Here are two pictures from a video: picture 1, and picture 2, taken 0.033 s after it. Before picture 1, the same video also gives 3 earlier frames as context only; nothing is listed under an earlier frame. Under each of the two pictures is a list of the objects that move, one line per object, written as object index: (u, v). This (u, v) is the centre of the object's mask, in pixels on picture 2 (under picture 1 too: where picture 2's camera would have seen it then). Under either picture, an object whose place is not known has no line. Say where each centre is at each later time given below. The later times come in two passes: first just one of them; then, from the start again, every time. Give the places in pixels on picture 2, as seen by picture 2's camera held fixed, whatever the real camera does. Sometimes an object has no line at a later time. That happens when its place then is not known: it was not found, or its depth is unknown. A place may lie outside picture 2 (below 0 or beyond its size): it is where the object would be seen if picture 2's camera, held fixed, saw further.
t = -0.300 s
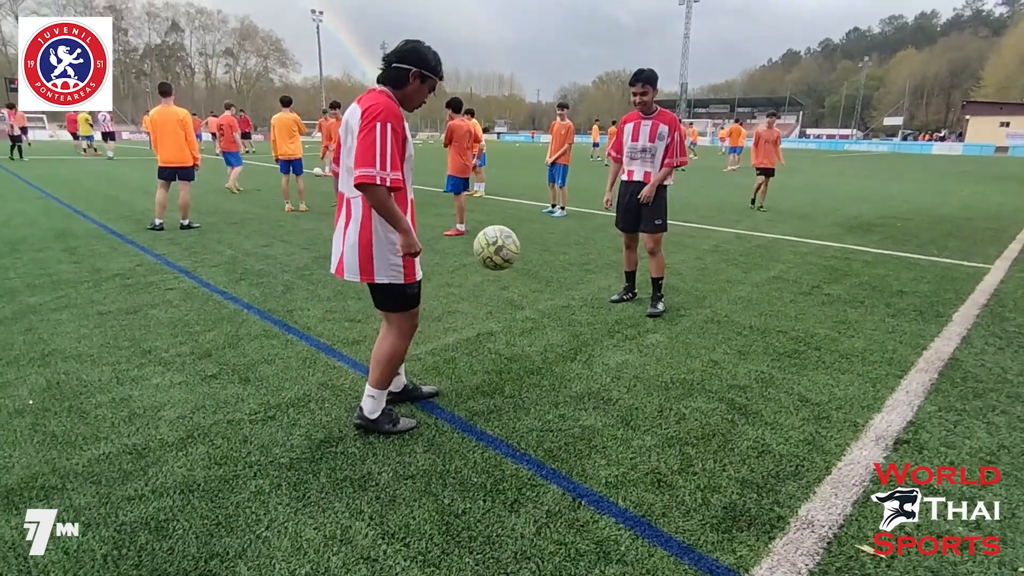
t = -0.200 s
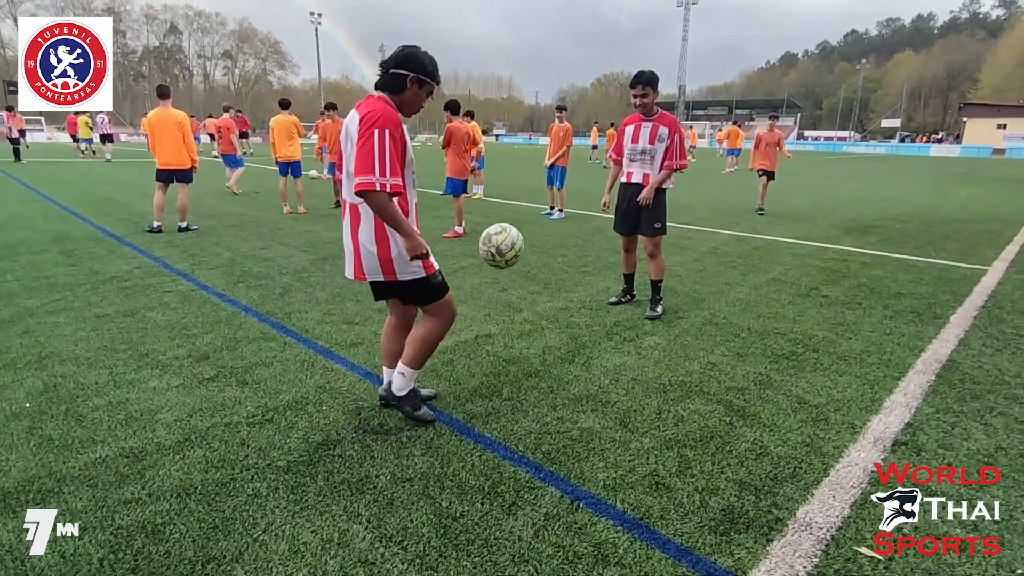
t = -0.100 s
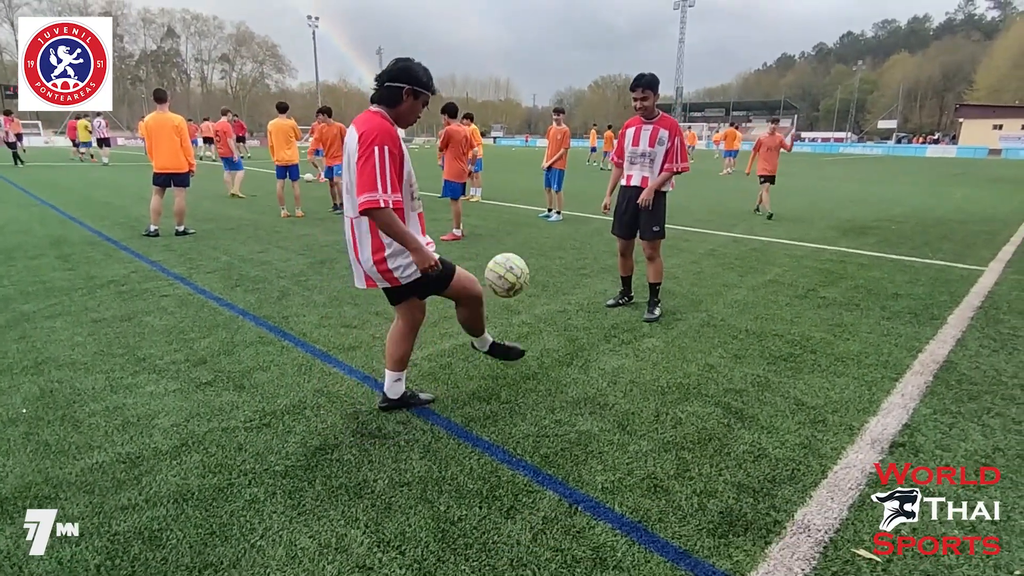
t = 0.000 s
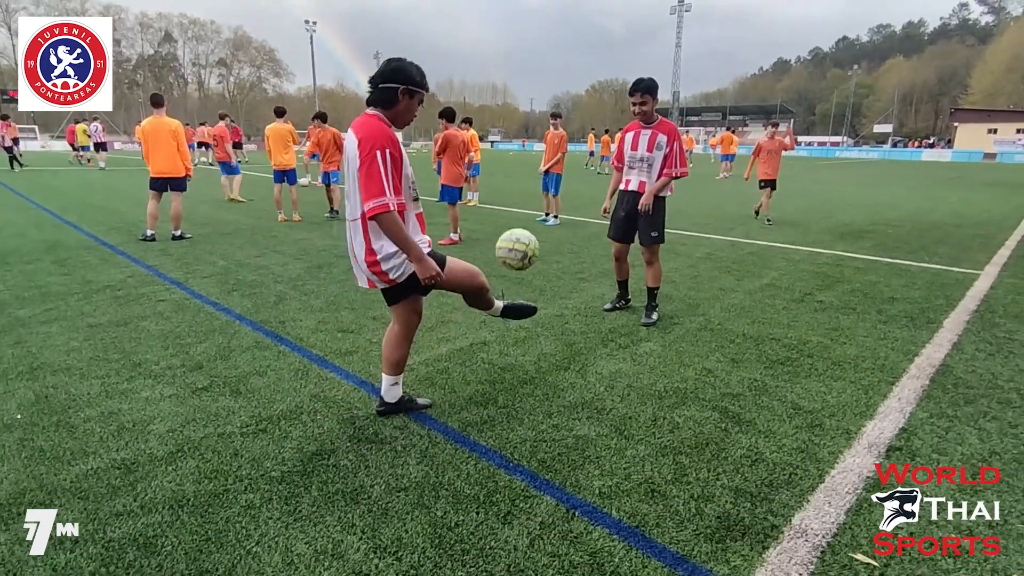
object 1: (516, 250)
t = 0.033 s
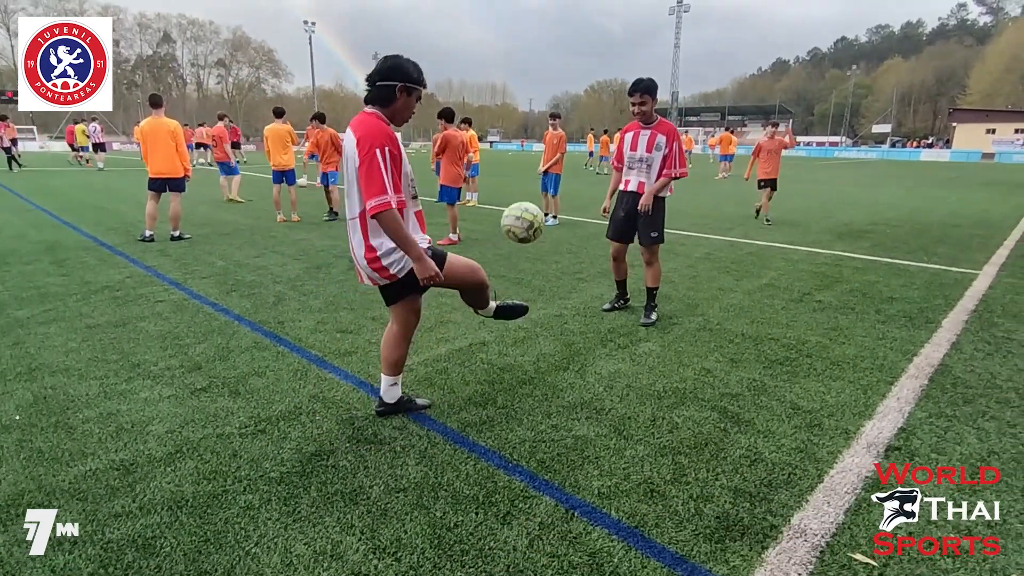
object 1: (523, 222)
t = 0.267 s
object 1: (567, 93)
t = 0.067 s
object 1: (529, 197)
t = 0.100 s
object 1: (536, 174)
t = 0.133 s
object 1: (542, 153)
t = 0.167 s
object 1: (549, 135)
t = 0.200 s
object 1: (555, 118)
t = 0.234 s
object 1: (561, 104)
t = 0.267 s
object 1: (567, 93)
